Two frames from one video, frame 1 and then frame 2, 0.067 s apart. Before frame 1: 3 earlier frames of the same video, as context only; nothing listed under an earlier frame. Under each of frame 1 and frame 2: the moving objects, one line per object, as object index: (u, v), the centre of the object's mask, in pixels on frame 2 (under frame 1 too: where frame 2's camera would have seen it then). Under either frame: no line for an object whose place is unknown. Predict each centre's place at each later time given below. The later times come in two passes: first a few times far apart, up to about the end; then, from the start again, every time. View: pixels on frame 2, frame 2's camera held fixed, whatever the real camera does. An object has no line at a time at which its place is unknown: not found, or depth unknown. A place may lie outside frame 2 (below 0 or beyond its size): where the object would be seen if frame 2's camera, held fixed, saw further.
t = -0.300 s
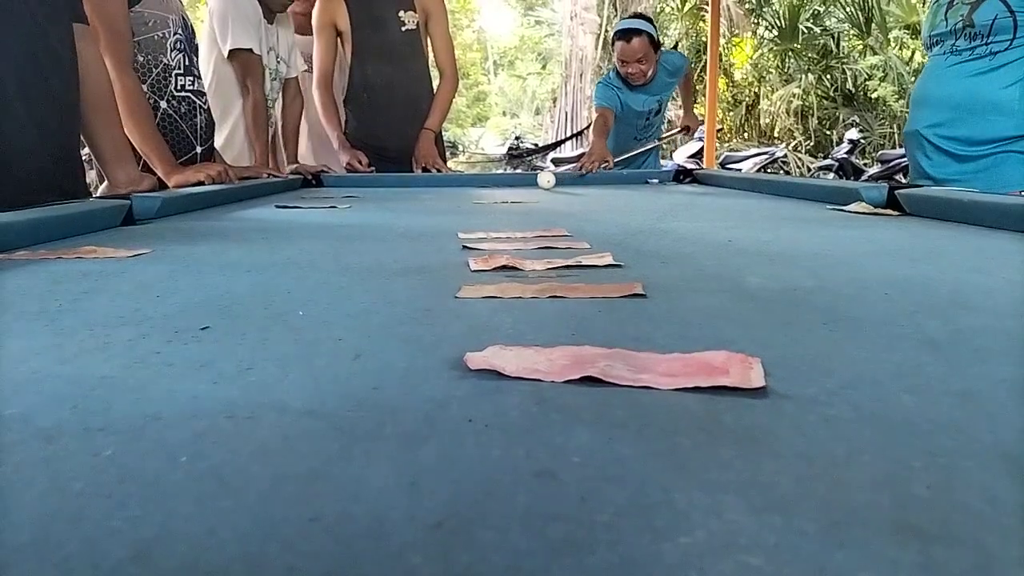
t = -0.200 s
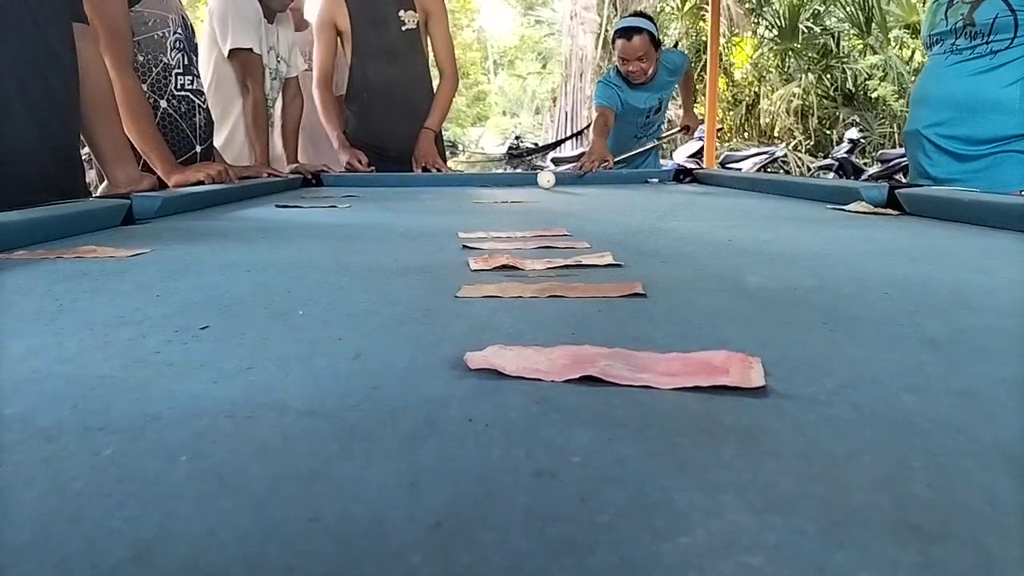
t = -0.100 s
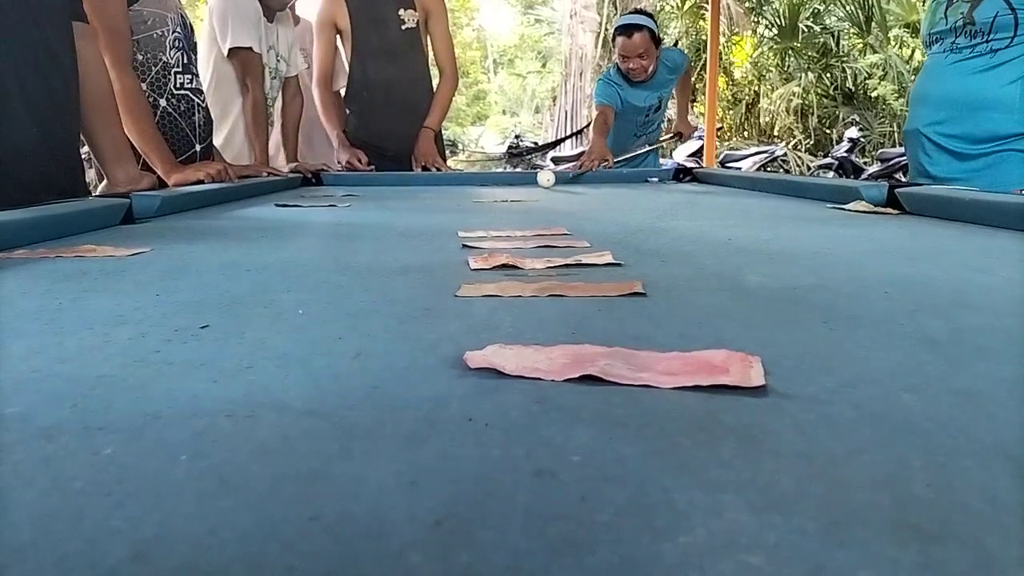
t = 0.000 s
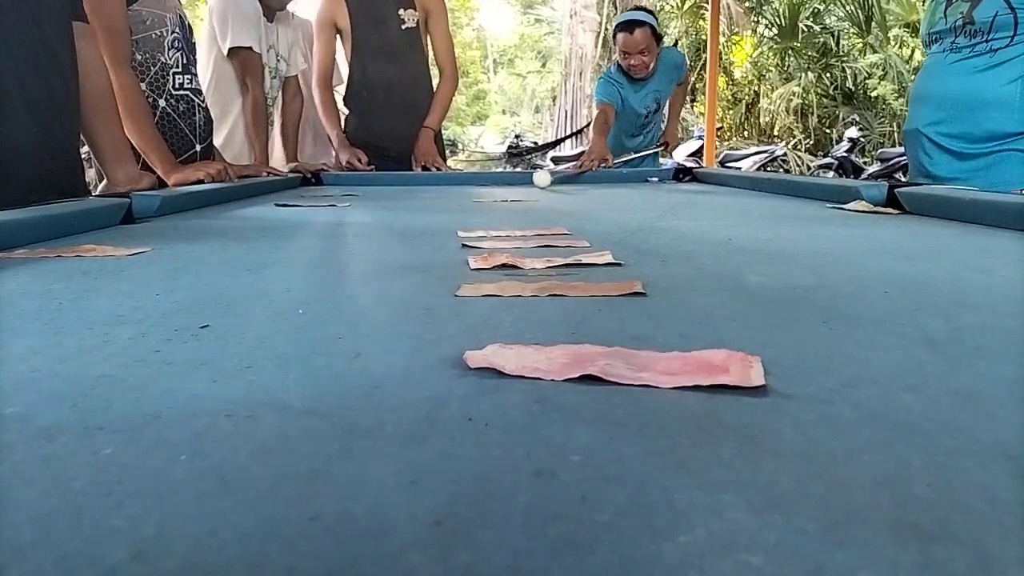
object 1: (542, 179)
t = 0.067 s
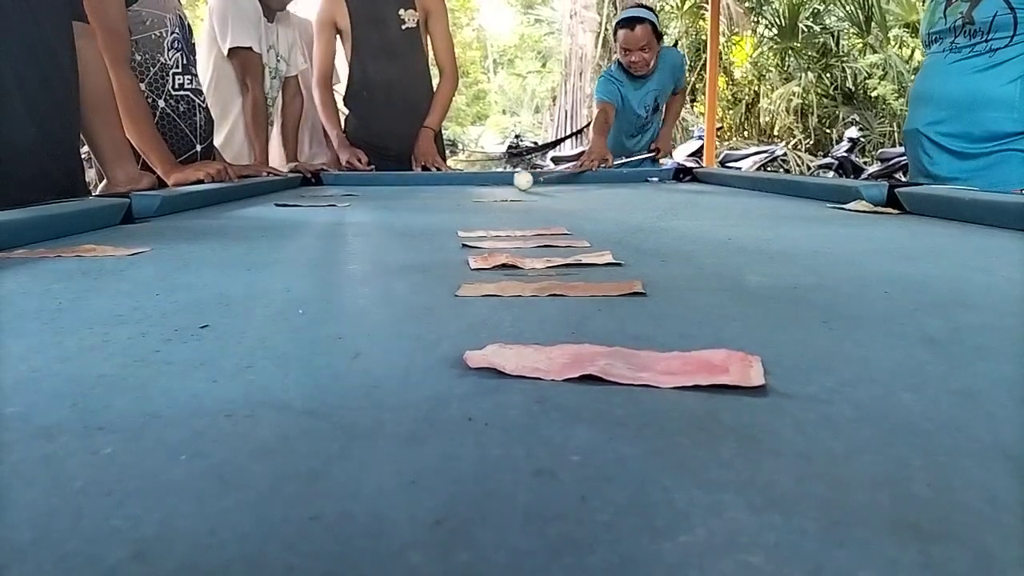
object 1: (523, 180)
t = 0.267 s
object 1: (472, 185)
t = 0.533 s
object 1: (398, 192)
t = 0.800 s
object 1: (295, 200)
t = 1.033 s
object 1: (171, 211)
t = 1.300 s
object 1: (88, 224)
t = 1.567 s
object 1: (91, 236)
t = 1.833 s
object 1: (94, 251)
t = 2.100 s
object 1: (101, 271)
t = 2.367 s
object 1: (111, 300)
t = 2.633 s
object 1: (127, 340)
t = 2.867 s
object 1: (149, 393)
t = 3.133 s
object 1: (198, 482)
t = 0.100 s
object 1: (514, 181)
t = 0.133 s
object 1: (504, 182)
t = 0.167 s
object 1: (496, 183)
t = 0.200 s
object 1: (488, 184)
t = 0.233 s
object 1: (480, 185)
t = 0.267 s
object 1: (472, 185)
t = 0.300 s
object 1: (464, 186)
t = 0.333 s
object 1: (456, 187)
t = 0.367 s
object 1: (447, 188)
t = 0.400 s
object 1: (438, 188)
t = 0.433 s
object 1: (428, 189)
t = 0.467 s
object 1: (418, 190)
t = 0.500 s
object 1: (408, 191)
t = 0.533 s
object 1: (398, 192)
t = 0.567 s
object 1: (386, 193)
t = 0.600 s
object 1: (375, 194)
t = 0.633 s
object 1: (363, 195)
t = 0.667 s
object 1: (350, 196)
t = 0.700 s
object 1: (337, 197)
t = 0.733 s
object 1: (324, 198)
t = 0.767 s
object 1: (310, 199)
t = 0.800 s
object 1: (295, 200)
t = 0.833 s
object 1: (279, 202)
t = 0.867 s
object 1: (263, 203)
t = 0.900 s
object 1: (246, 205)
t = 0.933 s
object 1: (229, 206)
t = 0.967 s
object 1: (210, 208)
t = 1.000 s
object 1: (191, 210)
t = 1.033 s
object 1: (171, 211)
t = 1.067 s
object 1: (149, 213)
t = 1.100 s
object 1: (127, 215)
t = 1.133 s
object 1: (103, 217)
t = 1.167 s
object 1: (87, 219)
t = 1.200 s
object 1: (88, 220)
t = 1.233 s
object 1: (88, 222)
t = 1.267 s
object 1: (88, 223)
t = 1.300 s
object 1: (88, 224)
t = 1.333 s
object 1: (88, 225)
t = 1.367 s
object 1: (89, 227)
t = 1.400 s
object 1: (89, 228)
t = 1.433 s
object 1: (89, 230)
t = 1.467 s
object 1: (90, 231)
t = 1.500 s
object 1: (90, 233)
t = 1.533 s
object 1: (90, 234)
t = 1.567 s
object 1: (91, 236)
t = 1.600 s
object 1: (91, 238)
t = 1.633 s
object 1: (91, 239)
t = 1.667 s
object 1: (92, 241)
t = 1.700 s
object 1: (92, 243)
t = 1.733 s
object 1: (93, 245)
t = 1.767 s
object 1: (93, 247)
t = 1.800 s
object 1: (94, 249)
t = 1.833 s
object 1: (94, 251)
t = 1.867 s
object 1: (95, 254)
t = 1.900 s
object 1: (96, 256)
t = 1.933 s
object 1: (96, 258)
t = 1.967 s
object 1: (97, 261)
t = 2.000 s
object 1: (98, 263)
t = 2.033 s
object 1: (99, 266)
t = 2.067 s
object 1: (100, 269)
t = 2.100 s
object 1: (101, 271)
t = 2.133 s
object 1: (102, 274)
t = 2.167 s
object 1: (103, 278)
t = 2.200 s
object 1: (104, 281)
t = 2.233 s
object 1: (106, 284)
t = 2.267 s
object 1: (107, 288)
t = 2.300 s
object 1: (108, 291)
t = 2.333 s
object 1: (109, 296)
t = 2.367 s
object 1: (111, 300)
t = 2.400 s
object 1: (112, 304)
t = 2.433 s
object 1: (113, 308)
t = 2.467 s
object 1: (115, 313)
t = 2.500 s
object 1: (117, 318)
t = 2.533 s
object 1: (119, 323)
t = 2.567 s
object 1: (121, 328)
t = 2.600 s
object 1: (123, 334)
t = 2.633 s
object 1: (127, 340)
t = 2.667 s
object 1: (129, 346)
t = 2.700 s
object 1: (132, 353)
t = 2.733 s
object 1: (134, 360)
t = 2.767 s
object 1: (138, 368)
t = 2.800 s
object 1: (142, 376)
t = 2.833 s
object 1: (145, 385)
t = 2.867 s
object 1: (149, 393)
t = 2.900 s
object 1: (153, 404)
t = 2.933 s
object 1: (158, 414)
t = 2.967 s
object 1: (163, 425)
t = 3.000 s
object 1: (168, 437)
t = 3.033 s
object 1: (174, 451)
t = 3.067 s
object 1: (181, 465)
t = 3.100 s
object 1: (189, 474)
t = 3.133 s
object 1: (198, 482)
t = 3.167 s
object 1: (209, 491)
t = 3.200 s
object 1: (221, 499)
